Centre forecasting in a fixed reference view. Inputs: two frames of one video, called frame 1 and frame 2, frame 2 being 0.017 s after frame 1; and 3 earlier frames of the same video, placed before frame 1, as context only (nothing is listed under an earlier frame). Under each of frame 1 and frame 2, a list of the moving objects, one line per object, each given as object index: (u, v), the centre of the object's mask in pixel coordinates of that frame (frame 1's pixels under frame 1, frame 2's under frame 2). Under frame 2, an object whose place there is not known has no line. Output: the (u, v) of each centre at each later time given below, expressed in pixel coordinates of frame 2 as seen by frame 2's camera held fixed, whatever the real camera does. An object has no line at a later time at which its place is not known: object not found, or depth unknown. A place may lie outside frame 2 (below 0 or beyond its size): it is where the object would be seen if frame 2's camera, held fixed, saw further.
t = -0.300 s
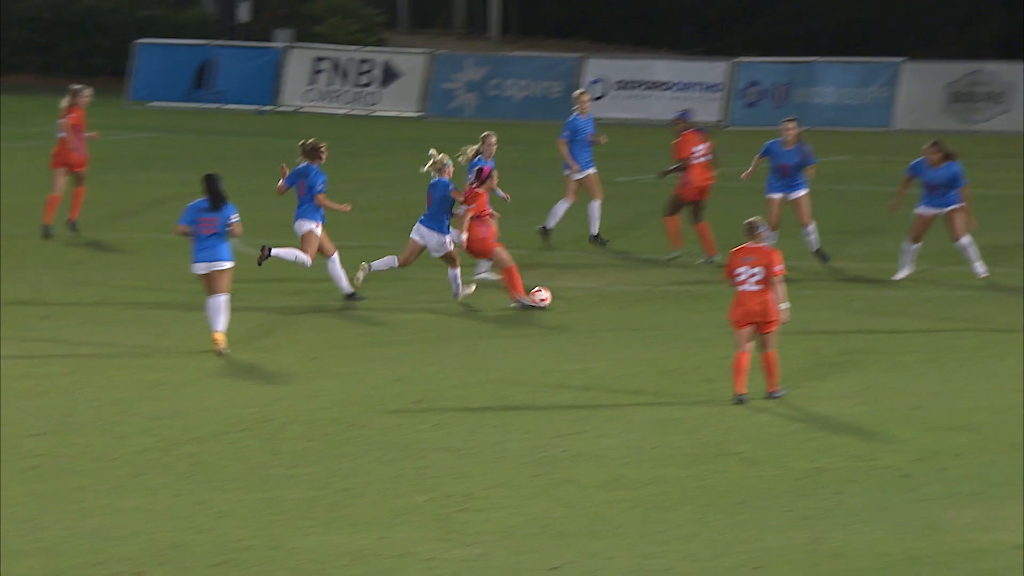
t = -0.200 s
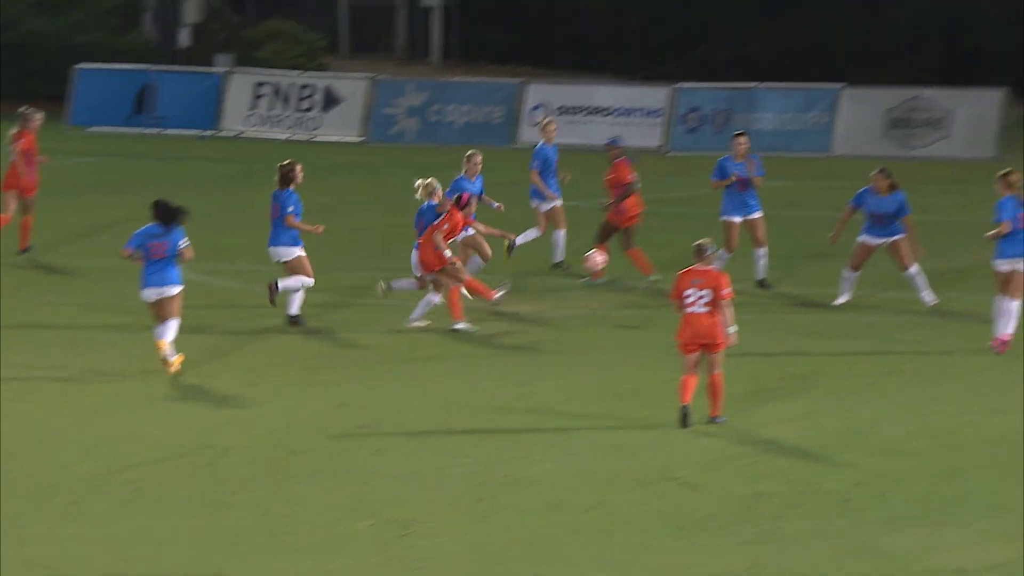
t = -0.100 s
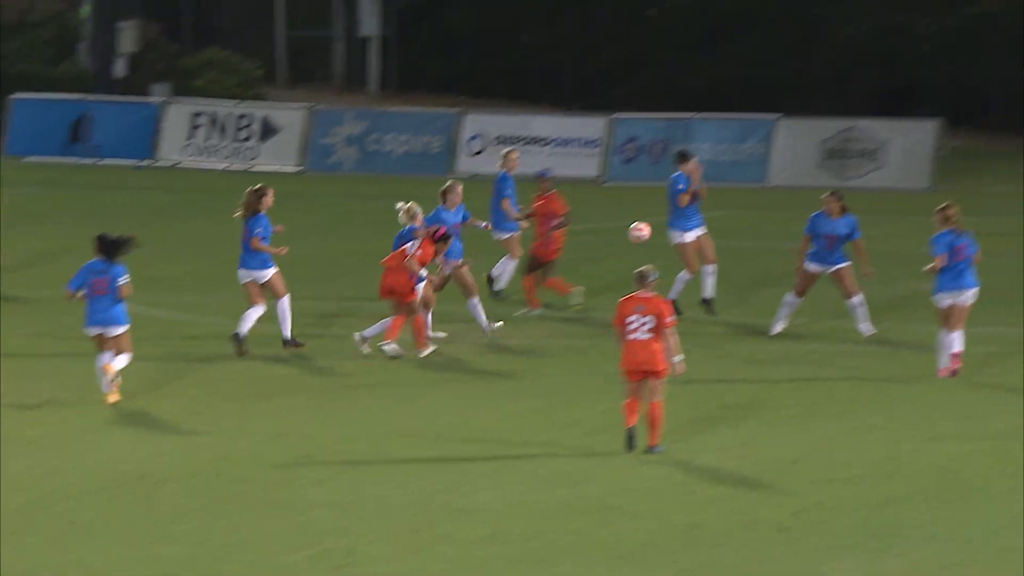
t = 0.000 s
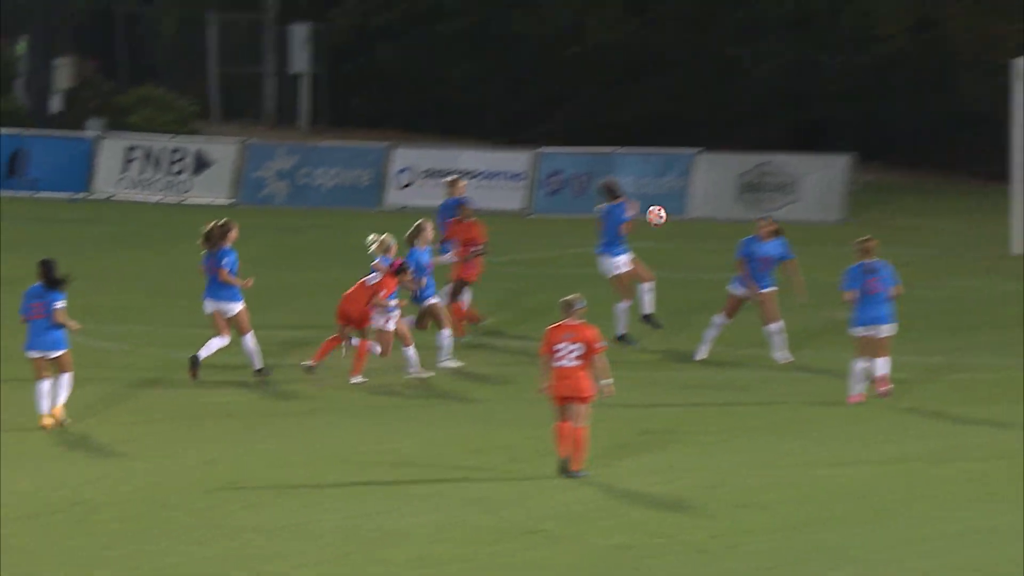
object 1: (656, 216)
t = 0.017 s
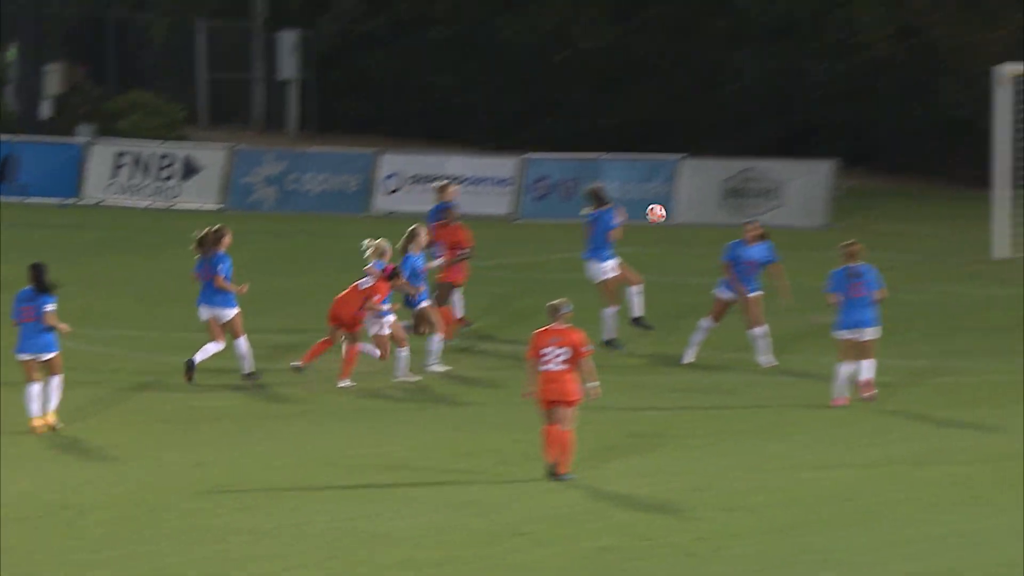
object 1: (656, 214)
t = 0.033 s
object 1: (670, 207)
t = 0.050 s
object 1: (683, 200)
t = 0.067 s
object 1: (696, 194)
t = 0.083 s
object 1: (710, 188)
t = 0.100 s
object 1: (722, 182)
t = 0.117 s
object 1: (734, 177)
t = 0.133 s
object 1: (748, 172)
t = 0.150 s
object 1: (760, 166)
